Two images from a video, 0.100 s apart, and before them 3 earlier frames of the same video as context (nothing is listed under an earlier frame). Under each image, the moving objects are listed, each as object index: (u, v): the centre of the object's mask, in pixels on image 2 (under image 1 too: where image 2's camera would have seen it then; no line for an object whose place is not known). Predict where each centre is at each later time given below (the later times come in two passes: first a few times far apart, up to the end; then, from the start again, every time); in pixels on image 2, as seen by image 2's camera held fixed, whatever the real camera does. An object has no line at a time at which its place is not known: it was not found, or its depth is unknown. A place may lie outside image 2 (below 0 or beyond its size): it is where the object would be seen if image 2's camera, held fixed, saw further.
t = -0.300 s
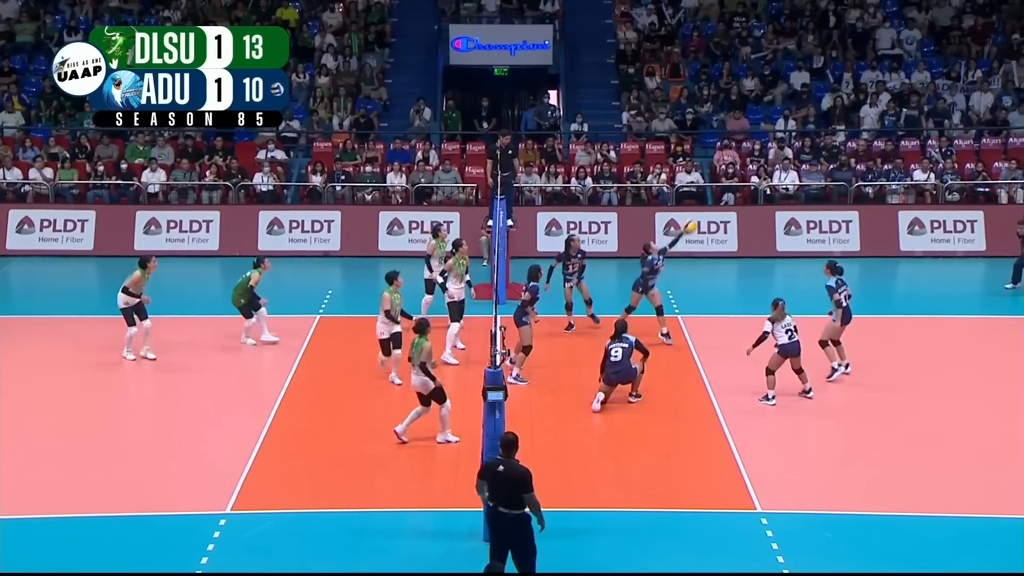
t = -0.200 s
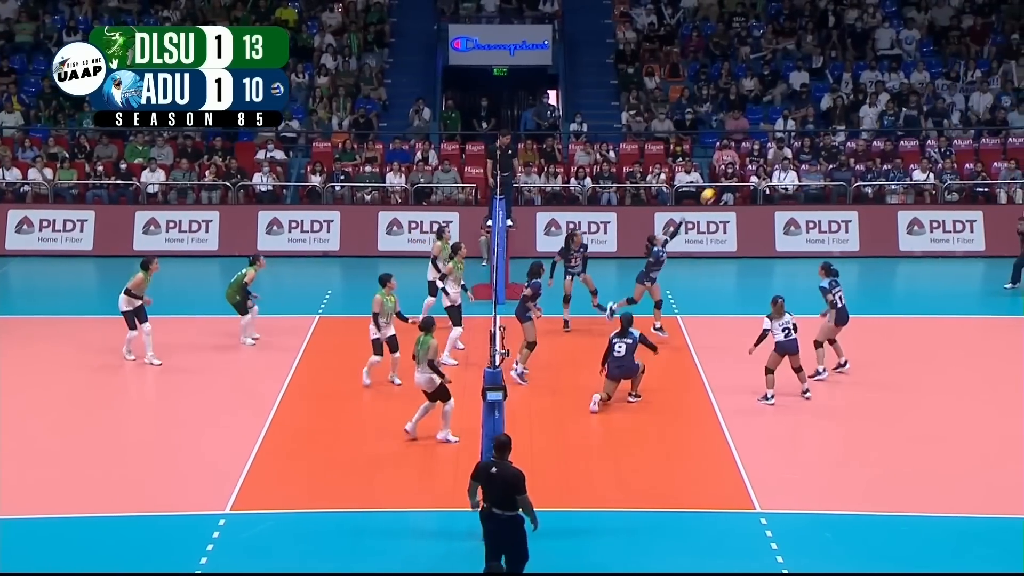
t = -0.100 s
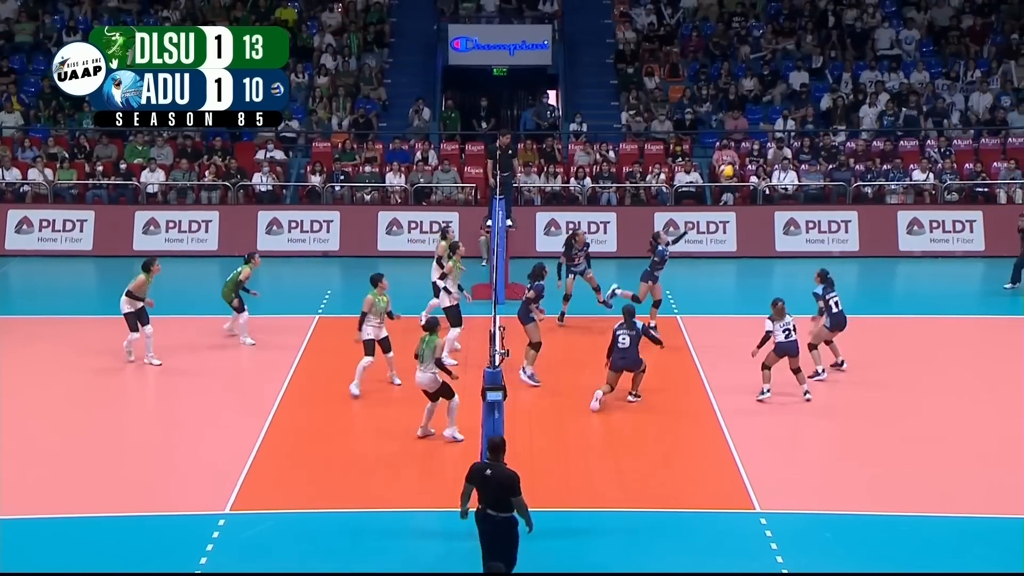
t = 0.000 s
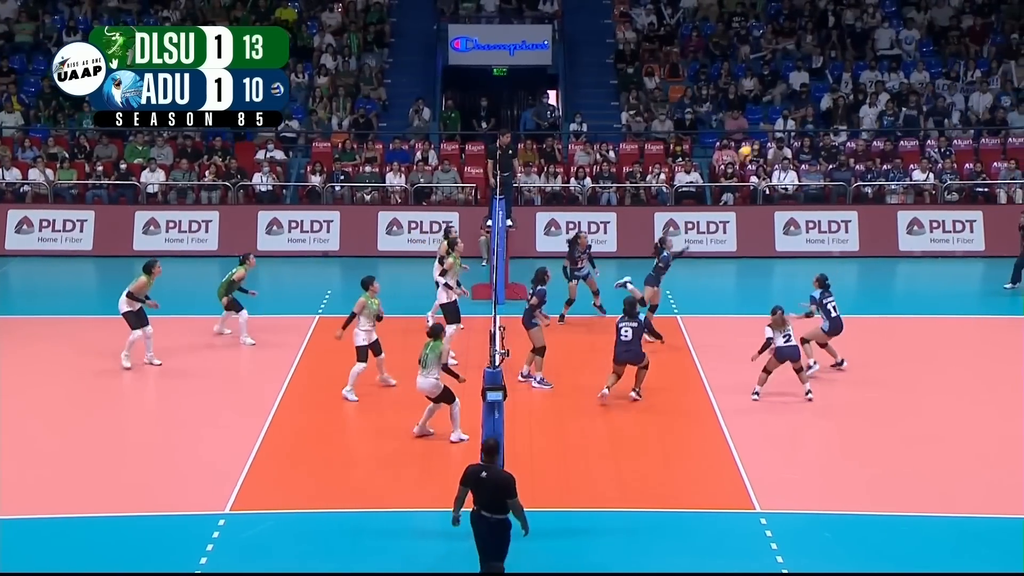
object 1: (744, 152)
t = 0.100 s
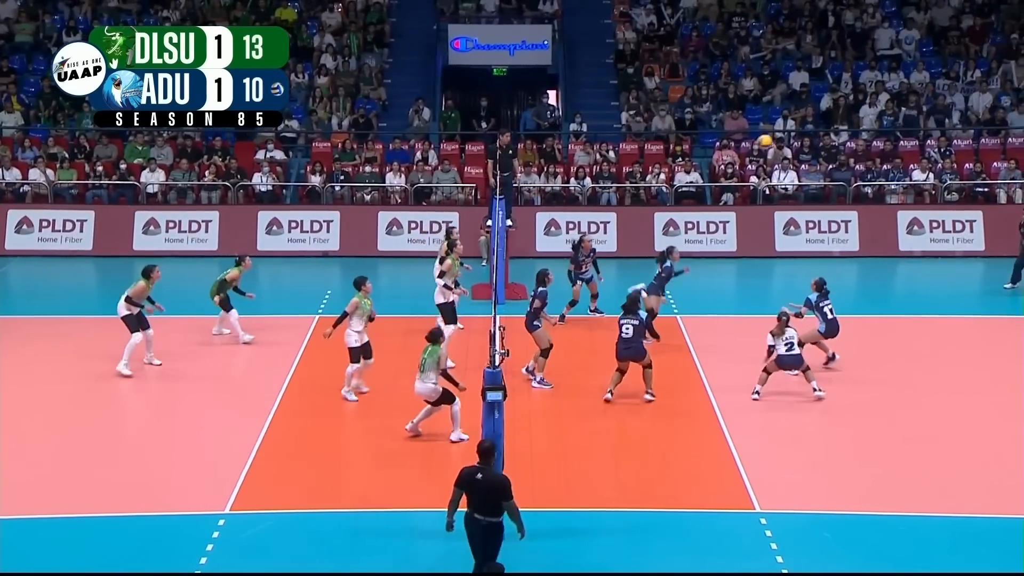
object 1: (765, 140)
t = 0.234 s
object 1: (790, 136)
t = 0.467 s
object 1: (834, 155)
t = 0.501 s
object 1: (839, 160)
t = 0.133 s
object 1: (771, 139)
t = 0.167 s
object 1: (777, 138)
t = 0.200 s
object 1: (784, 137)
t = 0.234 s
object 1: (790, 136)
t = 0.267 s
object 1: (797, 136)
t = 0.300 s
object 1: (803, 137)
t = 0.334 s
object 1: (809, 140)
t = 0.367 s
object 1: (815, 143)
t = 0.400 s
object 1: (821, 146)
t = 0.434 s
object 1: (827, 150)
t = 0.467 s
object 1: (834, 155)
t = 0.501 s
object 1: (839, 160)
